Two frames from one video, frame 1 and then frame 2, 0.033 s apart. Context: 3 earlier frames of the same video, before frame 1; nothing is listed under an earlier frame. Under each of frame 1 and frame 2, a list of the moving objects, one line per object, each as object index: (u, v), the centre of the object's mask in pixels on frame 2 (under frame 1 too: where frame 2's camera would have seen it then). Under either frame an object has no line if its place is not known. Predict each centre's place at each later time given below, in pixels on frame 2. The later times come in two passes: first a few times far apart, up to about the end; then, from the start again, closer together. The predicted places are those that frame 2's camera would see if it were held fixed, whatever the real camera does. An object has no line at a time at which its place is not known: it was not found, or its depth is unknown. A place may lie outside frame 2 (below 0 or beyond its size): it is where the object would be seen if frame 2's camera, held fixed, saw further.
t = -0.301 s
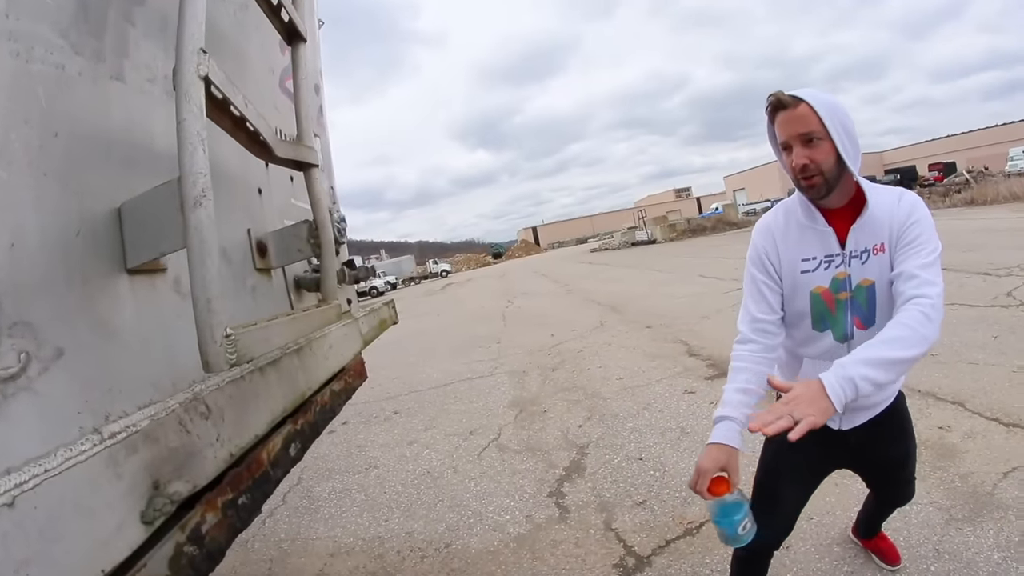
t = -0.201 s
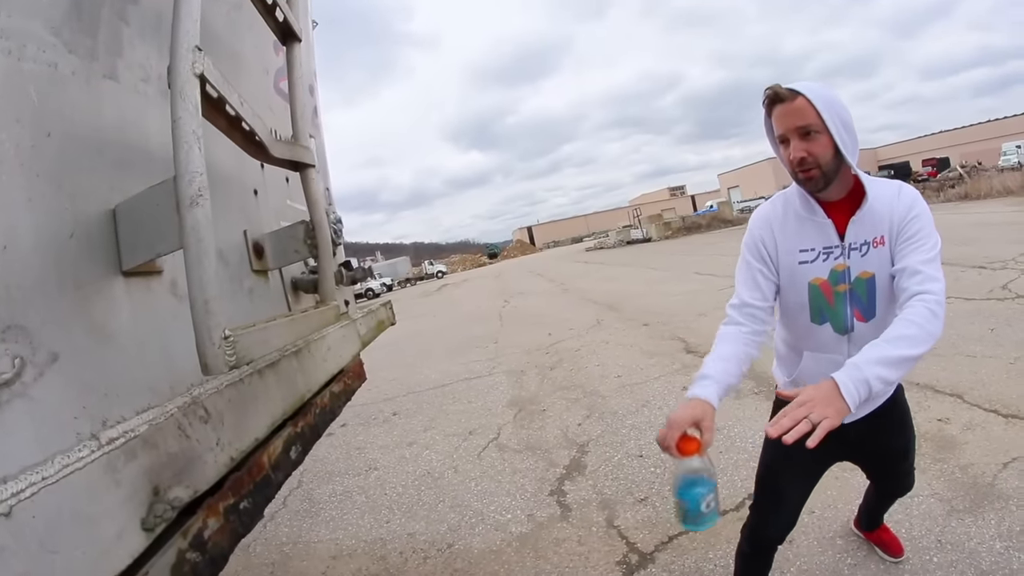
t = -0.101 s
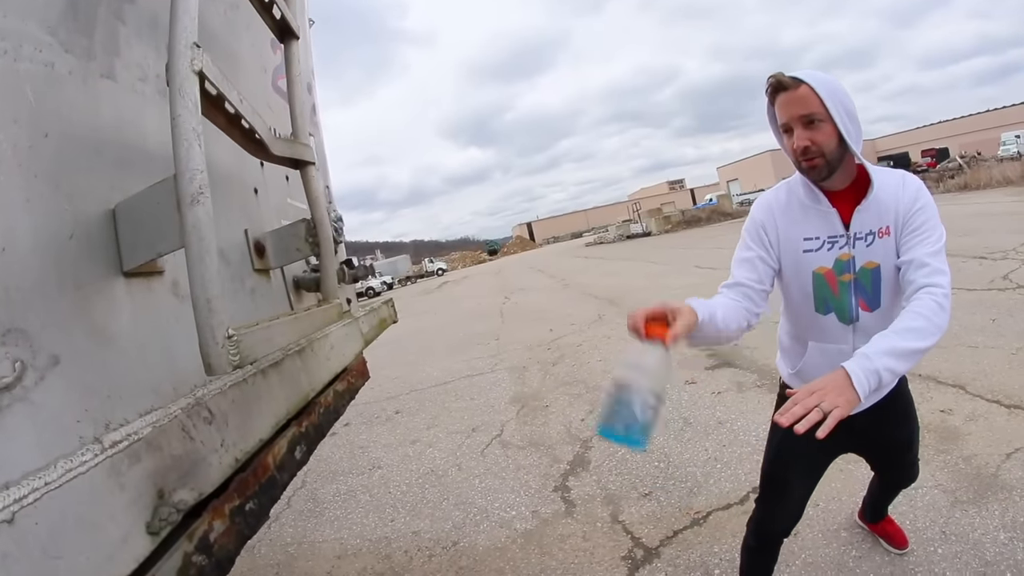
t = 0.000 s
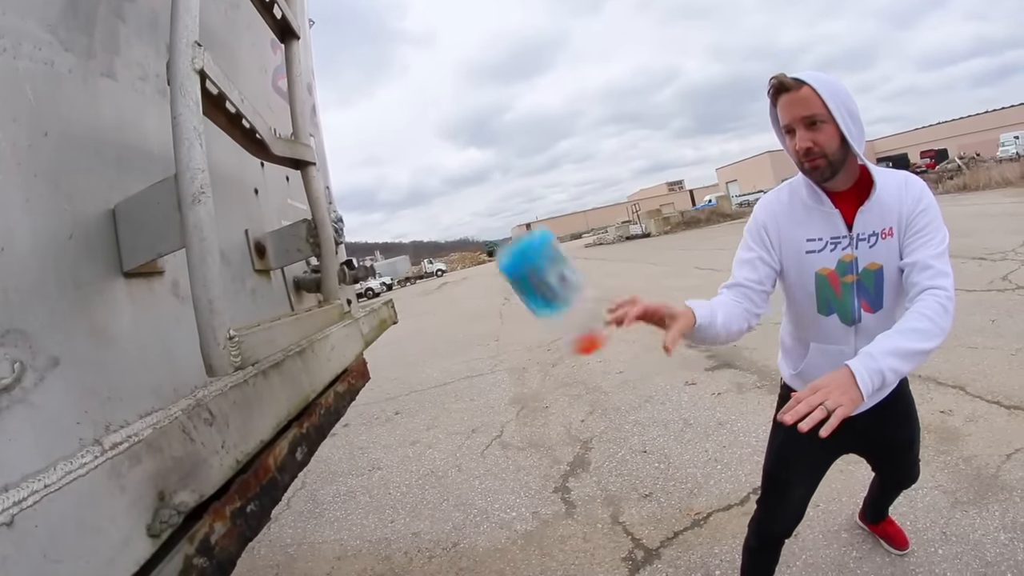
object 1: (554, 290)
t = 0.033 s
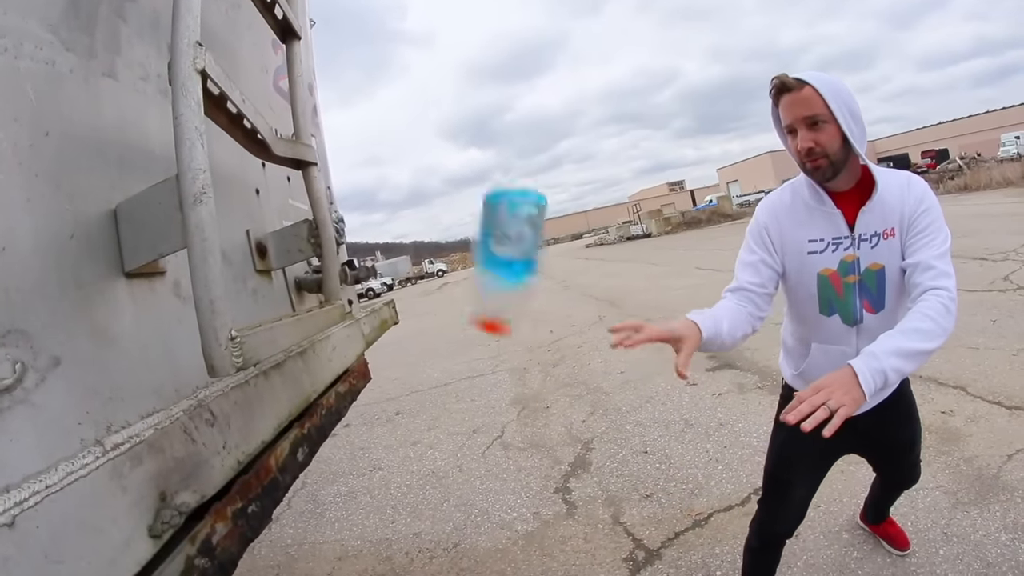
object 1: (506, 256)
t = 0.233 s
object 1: (337, 149)
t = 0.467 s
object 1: (280, 279)
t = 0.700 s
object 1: (279, 278)
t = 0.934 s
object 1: (285, 280)
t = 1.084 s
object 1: (289, 280)
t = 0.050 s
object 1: (485, 234)
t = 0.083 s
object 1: (447, 195)
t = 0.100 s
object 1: (434, 181)
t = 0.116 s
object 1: (421, 169)
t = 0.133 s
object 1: (407, 160)
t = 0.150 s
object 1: (393, 152)
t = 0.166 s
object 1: (380, 147)
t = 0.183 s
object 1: (369, 144)
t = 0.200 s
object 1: (358, 144)
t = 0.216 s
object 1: (347, 146)
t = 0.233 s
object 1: (337, 149)
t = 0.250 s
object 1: (327, 155)
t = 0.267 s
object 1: (316, 162)
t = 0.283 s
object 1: (306, 172)
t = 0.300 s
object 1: (297, 183)
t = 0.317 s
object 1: (288, 197)
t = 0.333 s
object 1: (279, 212)
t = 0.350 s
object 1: (275, 227)
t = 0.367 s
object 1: (274, 244)
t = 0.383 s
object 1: (282, 263)
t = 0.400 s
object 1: (286, 285)
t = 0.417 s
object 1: (283, 282)
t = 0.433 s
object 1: (283, 284)
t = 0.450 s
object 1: (282, 282)
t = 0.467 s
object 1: (280, 279)
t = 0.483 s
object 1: (280, 278)
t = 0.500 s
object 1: (279, 278)
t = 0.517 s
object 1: (279, 278)
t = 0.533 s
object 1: (279, 277)
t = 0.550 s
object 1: (279, 277)
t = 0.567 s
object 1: (279, 277)
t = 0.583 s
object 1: (279, 277)
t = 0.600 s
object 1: (279, 277)
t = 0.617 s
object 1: (279, 277)
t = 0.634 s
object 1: (279, 277)
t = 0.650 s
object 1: (279, 277)
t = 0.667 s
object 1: (279, 277)
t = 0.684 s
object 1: (279, 278)
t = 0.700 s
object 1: (279, 278)
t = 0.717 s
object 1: (280, 279)
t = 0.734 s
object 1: (280, 279)
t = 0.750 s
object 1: (281, 279)
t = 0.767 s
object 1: (281, 280)
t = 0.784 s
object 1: (282, 280)
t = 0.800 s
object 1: (283, 281)
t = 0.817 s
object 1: (284, 281)
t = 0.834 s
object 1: (284, 281)
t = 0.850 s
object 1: (285, 281)
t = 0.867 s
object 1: (285, 281)
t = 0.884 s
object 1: (285, 281)
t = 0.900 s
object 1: (285, 281)
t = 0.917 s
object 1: (284, 280)
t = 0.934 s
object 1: (285, 280)
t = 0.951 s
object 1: (285, 280)
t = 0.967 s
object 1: (285, 281)
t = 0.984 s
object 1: (285, 281)
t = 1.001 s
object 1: (286, 281)
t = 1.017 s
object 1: (286, 281)
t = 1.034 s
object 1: (287, 281)
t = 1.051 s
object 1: (287, 281)
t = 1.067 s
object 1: (288, 281)
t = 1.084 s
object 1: (289, 280)
